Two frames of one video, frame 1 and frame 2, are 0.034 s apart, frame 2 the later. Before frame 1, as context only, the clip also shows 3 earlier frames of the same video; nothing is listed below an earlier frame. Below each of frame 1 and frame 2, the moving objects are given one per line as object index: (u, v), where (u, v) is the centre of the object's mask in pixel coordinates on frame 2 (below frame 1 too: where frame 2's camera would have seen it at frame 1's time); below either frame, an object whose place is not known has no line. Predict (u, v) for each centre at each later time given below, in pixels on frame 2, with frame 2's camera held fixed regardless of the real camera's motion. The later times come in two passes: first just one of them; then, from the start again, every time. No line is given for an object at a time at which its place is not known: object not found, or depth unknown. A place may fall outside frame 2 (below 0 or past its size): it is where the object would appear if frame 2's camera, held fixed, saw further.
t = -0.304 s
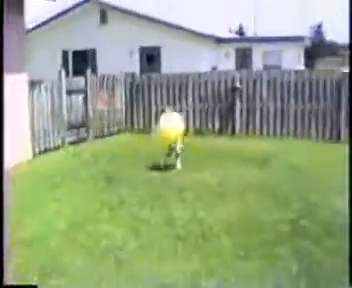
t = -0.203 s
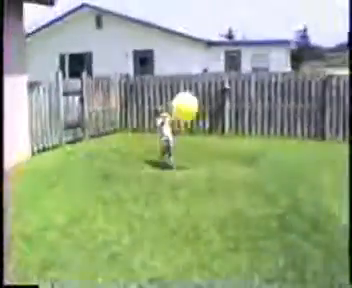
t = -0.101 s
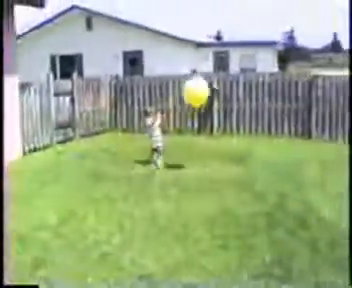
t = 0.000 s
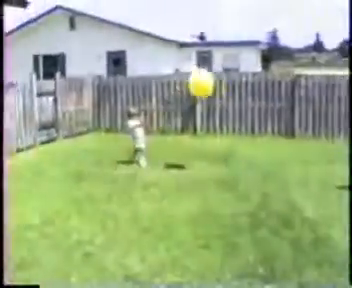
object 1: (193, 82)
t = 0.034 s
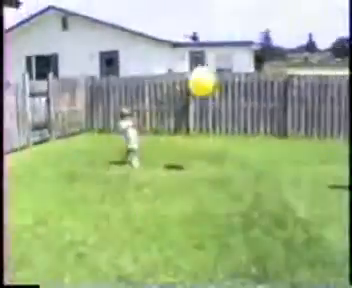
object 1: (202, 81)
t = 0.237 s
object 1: (242, 84)
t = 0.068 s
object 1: (209, 80)
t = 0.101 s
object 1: (215, 80)
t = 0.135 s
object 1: (223, 79)
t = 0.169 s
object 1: (230, 80)
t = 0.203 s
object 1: (236, 80)
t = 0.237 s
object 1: (242, 84)
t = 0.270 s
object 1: (249, 87)
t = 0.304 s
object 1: (256, 91)
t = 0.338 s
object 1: (262, 93)
